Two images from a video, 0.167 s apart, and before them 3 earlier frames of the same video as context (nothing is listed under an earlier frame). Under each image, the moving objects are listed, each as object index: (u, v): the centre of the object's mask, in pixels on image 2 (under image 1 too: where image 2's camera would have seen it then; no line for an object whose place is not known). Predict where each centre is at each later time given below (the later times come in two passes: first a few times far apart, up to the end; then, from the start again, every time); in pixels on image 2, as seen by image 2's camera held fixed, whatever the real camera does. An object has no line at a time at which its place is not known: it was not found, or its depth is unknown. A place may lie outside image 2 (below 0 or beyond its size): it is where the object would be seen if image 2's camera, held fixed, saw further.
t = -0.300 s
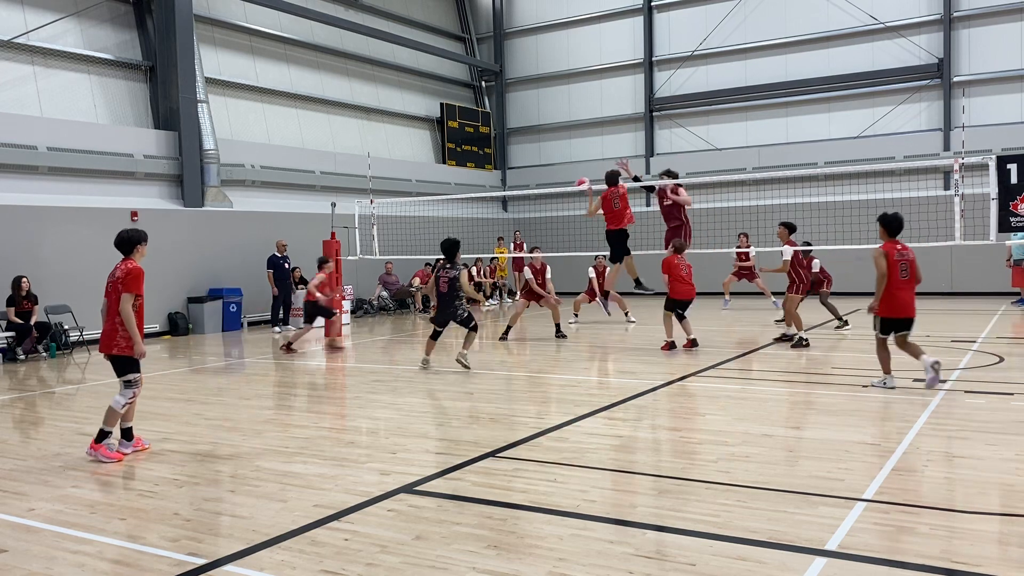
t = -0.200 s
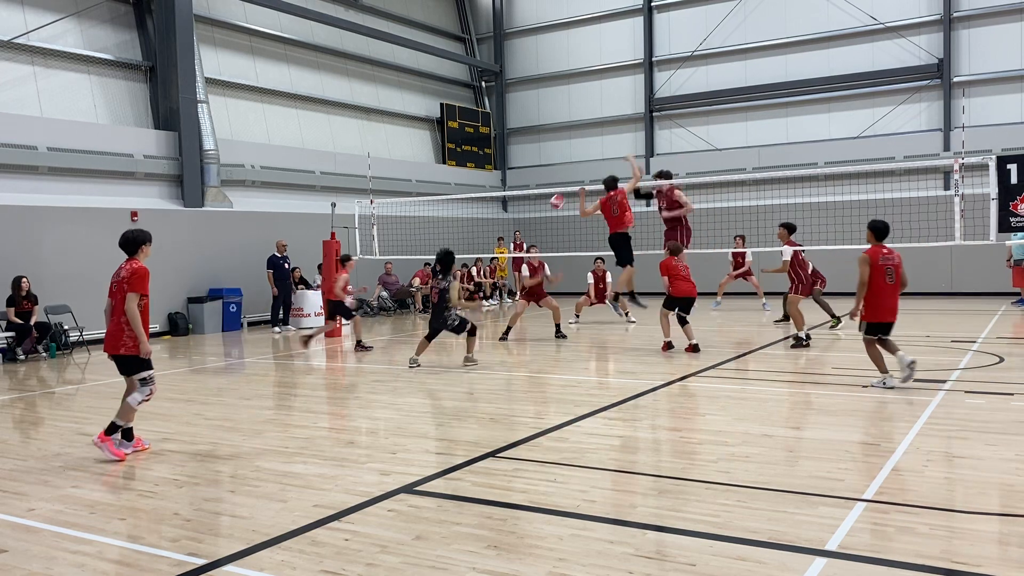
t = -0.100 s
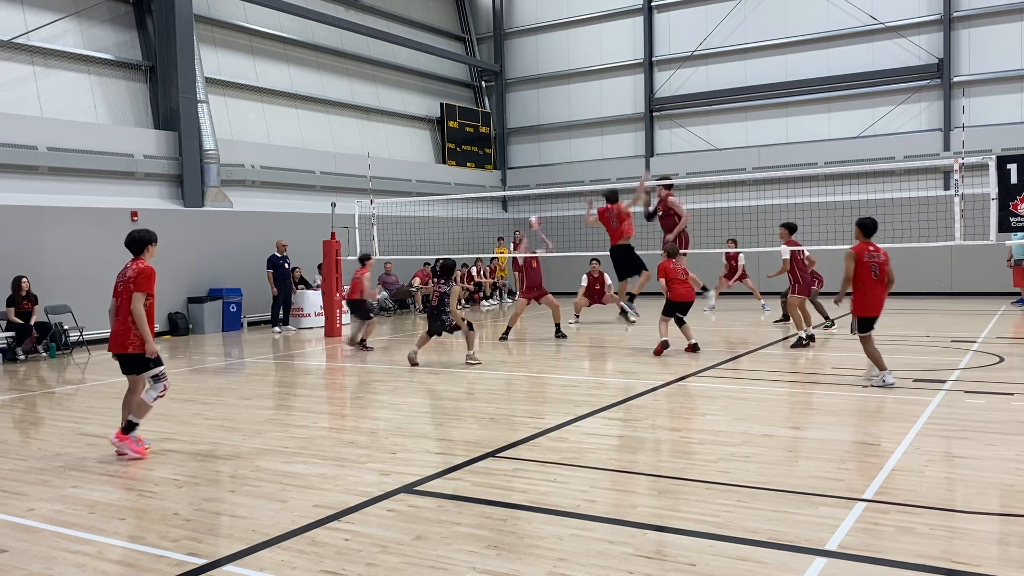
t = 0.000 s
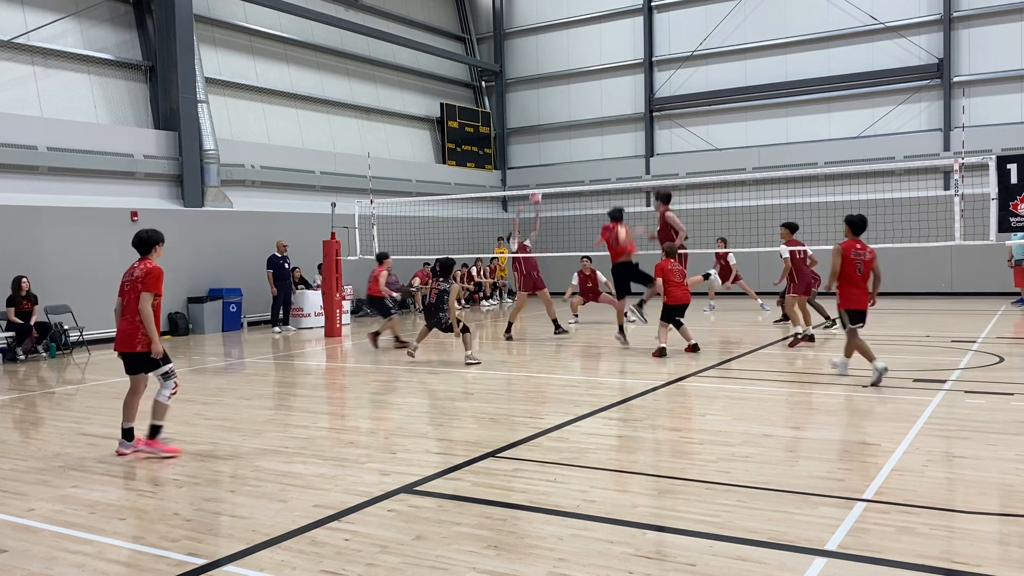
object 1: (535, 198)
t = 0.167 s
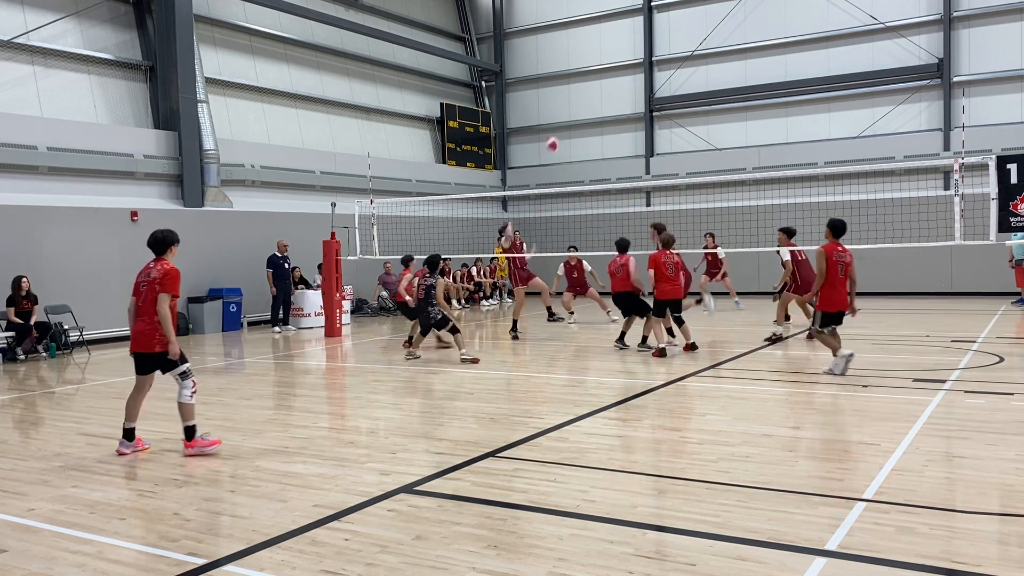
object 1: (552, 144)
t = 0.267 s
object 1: (562, 120)
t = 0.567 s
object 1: (593, 87)
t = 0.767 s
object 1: (615, 97)
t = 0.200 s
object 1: (555, 135)
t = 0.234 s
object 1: (558, 128)
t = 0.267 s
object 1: (562, 120)
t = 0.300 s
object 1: (565, 113)
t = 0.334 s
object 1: (569, 108)
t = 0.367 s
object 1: (572, 104)
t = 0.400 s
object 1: (576, 99)
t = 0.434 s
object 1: (579, 95)
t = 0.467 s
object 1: (582, 92)
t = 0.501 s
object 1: (586, 90)
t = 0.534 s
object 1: (590, 88)
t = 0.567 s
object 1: (593, 87)
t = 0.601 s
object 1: (597, 87)
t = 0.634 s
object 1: (601, 88)
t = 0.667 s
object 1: (604, 89)
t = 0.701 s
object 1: (608, 91)
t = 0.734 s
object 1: (611, 93)
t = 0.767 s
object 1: (615, 97)
